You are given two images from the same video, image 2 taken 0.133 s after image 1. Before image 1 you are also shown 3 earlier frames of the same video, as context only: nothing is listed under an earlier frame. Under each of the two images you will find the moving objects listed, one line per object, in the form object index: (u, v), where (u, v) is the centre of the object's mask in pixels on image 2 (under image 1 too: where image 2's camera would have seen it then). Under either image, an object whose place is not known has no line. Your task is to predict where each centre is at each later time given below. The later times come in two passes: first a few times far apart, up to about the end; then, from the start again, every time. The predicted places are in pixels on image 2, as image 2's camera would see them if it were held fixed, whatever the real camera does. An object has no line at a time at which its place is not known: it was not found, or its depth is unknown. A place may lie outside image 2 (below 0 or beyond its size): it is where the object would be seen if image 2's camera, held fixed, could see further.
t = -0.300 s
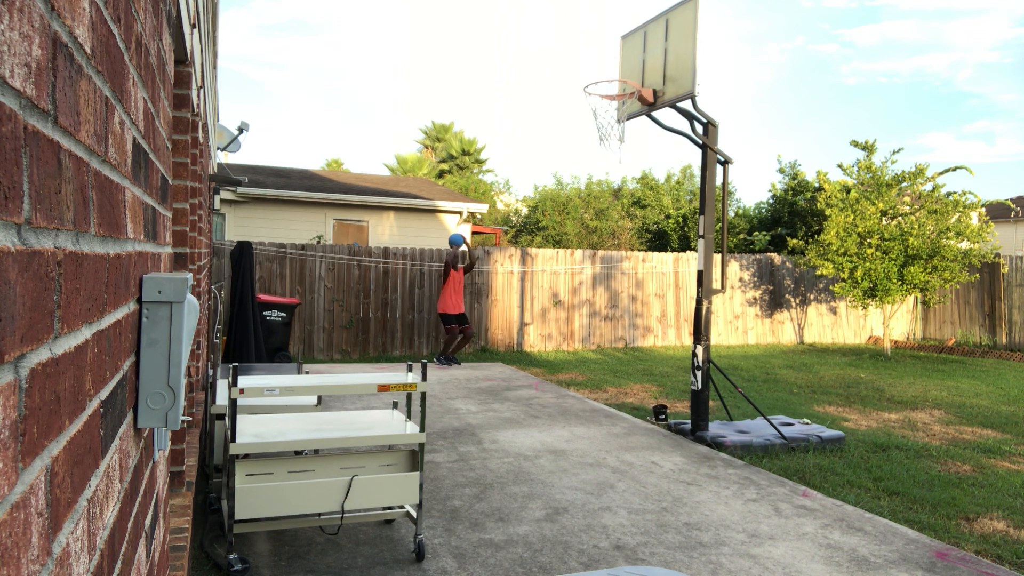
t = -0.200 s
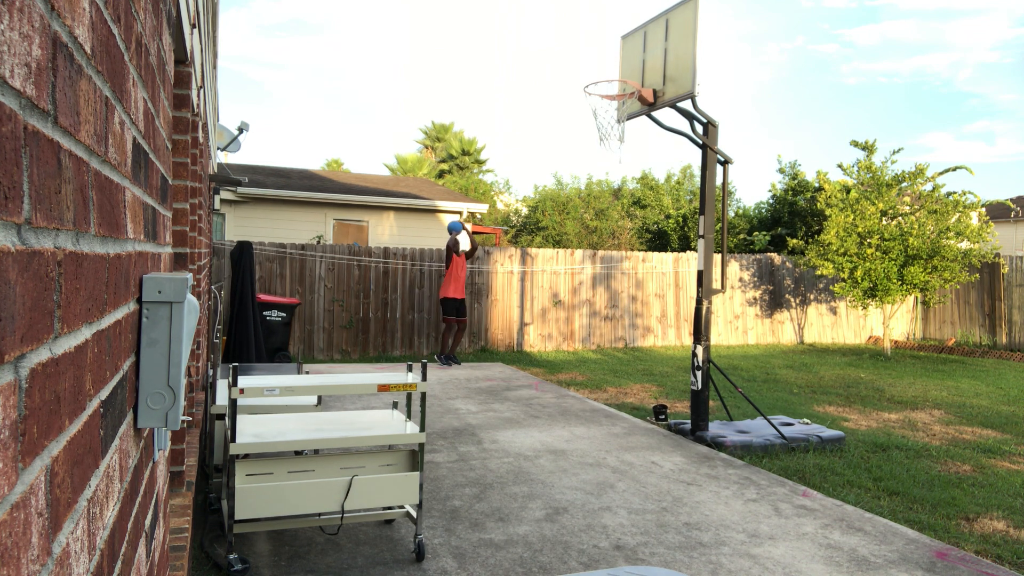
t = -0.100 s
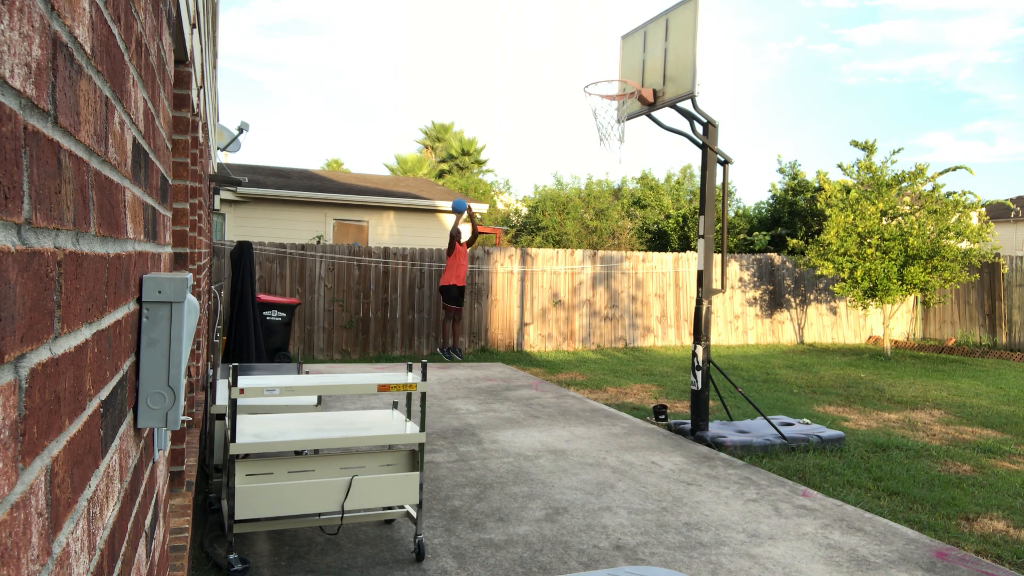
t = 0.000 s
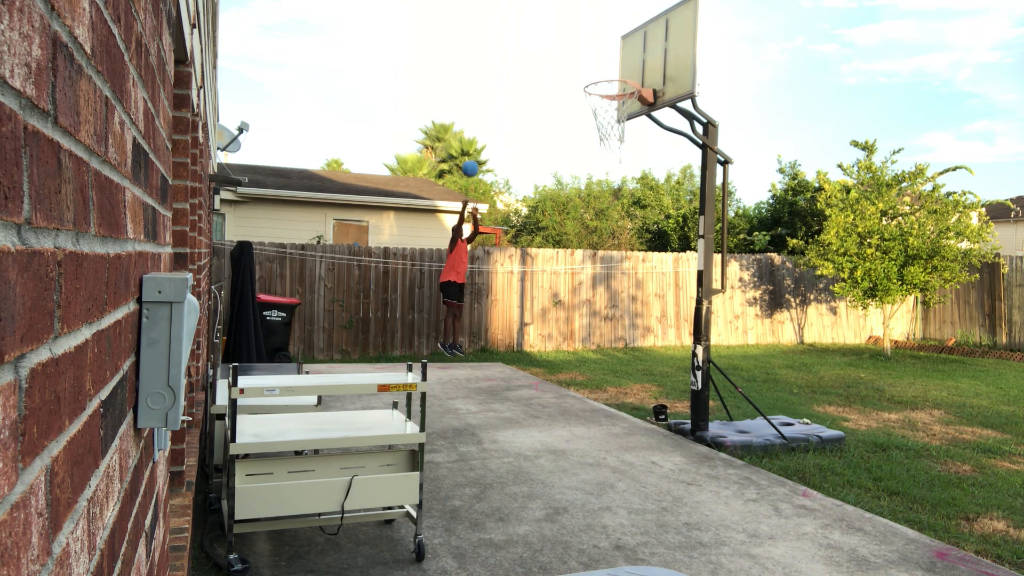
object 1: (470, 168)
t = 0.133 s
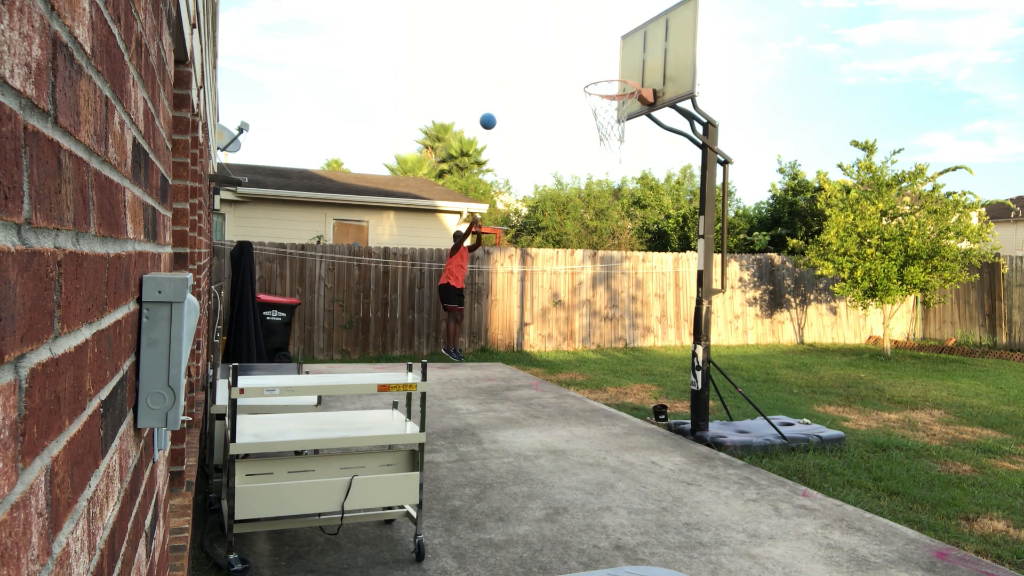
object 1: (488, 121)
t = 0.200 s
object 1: (497, 101)
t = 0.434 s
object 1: (533, 54)
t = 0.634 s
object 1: (570, 49)
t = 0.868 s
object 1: (611, 69)
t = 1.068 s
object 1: (623, 37)
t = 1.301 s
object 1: (634, 54)
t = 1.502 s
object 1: (634, 64)
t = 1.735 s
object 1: (627, 67)
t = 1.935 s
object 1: (608, 94)
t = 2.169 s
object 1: (589, 113)
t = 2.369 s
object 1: (590, 151)
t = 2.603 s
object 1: (589, 250)
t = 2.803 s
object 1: (585, 376)
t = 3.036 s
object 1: (598, 330)
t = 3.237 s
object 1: (614, 251)
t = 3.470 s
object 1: (628, 221)
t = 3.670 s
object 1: (639, 243)
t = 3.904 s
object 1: (648, 321)
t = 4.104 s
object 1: (654, 416)
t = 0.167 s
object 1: (492, 111)
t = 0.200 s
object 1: (497, 101)
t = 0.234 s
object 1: (502, 92)
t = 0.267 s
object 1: (507, 84)
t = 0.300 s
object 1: (512, 76)
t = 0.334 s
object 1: (517, 70)
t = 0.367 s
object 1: (523, 63)
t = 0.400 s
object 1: (528, 58)
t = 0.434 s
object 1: (533, 54)
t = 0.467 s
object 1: (539, 50)
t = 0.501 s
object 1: (545, 48)
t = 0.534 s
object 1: (551, 47)
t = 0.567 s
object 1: (557, 47)
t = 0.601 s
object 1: (563, 47)
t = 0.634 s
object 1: (570, 49)
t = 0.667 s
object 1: (576, 53)
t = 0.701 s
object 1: (583, 57)
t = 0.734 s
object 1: (589, 63)
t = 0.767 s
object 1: (596, 70)
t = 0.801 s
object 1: (604, 79)
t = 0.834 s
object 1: (609, 81)
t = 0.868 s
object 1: (611, 69)
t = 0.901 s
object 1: (613, 62)
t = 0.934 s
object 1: (615, 54)
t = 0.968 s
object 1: (617, 48)
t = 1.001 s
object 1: (619, 43)
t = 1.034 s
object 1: (621, 39)
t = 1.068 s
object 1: (623, 37)
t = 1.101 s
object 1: (624, 35)
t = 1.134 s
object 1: (626, 36)
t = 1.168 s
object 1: (627, 37)
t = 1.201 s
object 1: (629, 39)
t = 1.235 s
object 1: (631, 43)
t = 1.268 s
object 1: (632, 48)
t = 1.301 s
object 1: (634, 54)
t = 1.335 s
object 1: (635, 62)
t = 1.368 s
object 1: (636, 70)
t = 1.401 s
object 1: (637, 76)
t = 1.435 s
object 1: (636, 72)
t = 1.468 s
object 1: (635, 68)
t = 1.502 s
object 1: (634, 64)
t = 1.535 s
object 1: (633, 60)
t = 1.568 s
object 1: (632, 58)
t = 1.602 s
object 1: (631, 58)
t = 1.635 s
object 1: (630, 58)
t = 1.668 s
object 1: (629, 60)
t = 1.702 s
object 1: (628, 63)
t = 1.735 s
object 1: (627, 67)
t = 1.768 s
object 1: (626, 70)
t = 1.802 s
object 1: (624, 79)
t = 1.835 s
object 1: (621, 84)
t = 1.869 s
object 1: (617, 86)
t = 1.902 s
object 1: (613, 90)
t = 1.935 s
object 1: (608, 94)
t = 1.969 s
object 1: (603, 101)
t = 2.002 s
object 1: (599, 107)
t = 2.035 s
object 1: (596, 108)
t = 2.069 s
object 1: (593, 109)
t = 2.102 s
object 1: (591, 110)
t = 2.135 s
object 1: (590, 111)
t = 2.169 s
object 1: (589, 113)
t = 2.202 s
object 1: (589, 116)
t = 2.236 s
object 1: (589, 121)
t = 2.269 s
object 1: (590, 126)
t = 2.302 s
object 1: (590, 134)
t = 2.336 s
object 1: (590, 142)
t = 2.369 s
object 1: (590, 151)
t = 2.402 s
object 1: (590, 162)
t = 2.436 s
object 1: (590, 174)
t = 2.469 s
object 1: (590, 187)
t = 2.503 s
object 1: (589, 201)
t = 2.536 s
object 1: (589, 216)
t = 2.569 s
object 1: (589, 233)
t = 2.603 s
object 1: (589, 250)
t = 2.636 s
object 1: (589, 269)
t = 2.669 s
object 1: (588, 288)
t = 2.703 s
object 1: (587, 309)
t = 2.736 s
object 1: (587, 331)
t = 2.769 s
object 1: (586, 353)
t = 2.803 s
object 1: (585, 376)
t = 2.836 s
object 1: (585, 401)
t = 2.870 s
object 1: (584, 427)
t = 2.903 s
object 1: (587, 412)
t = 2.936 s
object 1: (590, 389)
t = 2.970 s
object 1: (593, 368)
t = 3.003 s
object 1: (596, 348)
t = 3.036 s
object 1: (598, 330)
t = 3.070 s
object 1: (601, 313)
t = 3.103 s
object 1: (604, 298)
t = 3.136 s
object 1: (606, 284)
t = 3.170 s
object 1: (609, 271)
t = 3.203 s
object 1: (611, 260)
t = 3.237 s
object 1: (614, 251)
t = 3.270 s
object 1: (616, 242)
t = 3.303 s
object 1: (618, 235)
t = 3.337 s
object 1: (620, 230)
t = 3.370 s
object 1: (622, 226)
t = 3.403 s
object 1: (625, 223)
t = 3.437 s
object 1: (627, 221)
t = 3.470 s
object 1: (628, 221)
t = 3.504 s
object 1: (631, 221)
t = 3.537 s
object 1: (632, 223)
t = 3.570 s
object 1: (634, 227)
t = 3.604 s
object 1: (636, 231)
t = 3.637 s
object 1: (638, 236)
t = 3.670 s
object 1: (639, 243)
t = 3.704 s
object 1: (641, 251)
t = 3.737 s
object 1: (642, 260)
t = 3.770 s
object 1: (643, 270)
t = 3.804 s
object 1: (644, 281)
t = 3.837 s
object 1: (646, 294)
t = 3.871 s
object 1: (647, 307)
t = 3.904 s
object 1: (648, 321)
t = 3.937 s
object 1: (649, 336)
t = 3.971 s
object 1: (650, 353)
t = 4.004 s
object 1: (651, 369)
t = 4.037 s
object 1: (652, 387)
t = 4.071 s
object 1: (653, 407)
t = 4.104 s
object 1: (654, 416)
